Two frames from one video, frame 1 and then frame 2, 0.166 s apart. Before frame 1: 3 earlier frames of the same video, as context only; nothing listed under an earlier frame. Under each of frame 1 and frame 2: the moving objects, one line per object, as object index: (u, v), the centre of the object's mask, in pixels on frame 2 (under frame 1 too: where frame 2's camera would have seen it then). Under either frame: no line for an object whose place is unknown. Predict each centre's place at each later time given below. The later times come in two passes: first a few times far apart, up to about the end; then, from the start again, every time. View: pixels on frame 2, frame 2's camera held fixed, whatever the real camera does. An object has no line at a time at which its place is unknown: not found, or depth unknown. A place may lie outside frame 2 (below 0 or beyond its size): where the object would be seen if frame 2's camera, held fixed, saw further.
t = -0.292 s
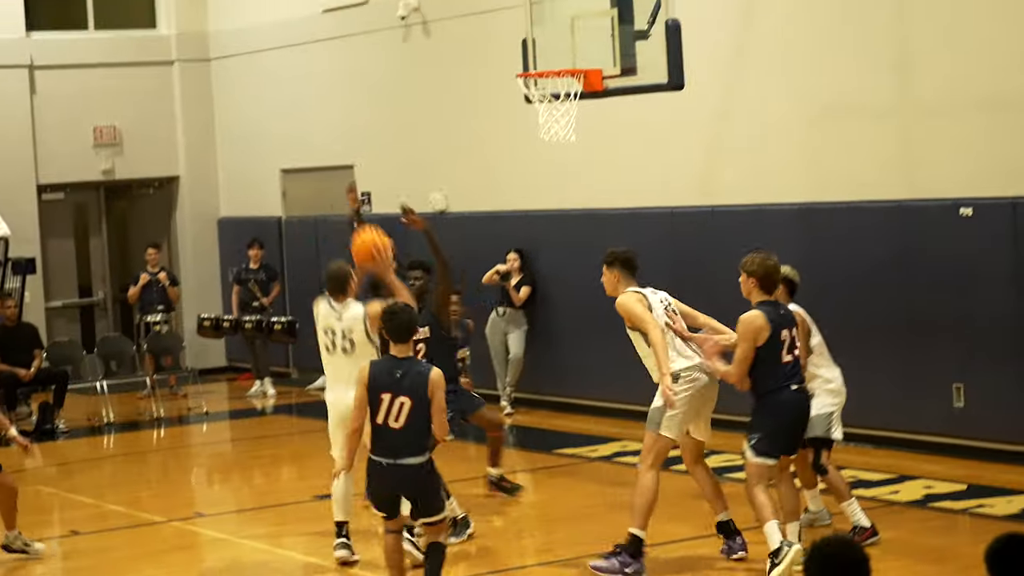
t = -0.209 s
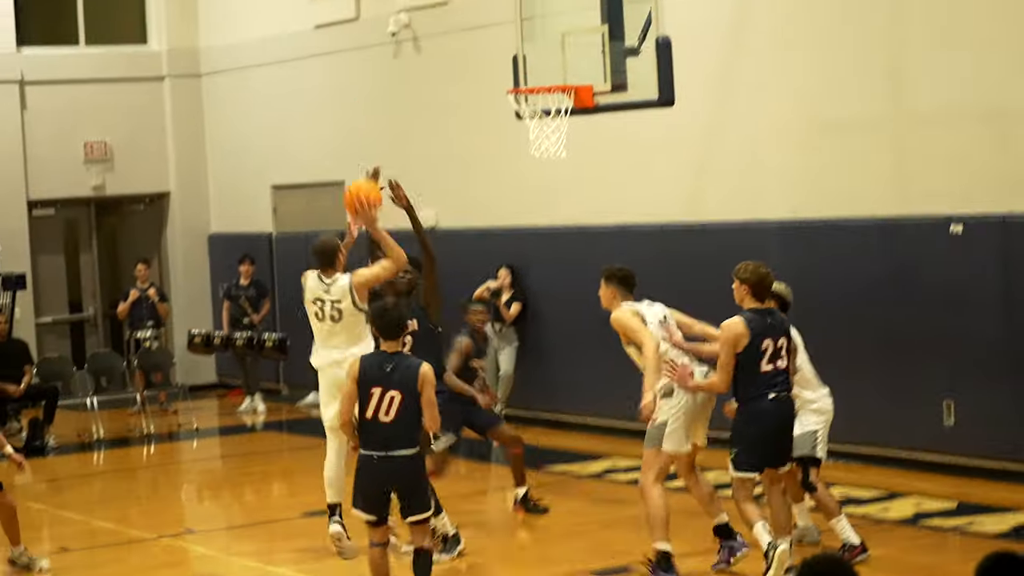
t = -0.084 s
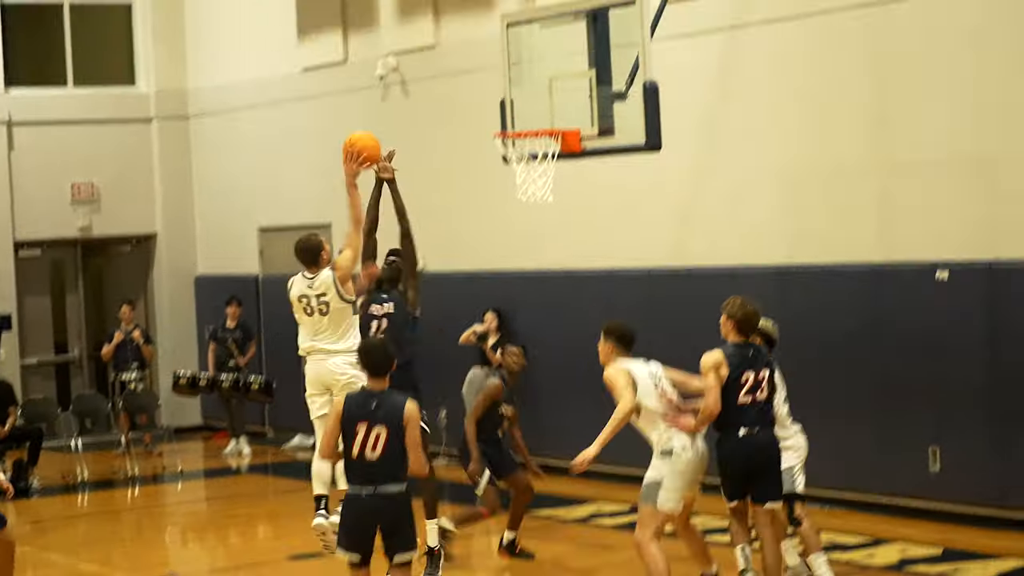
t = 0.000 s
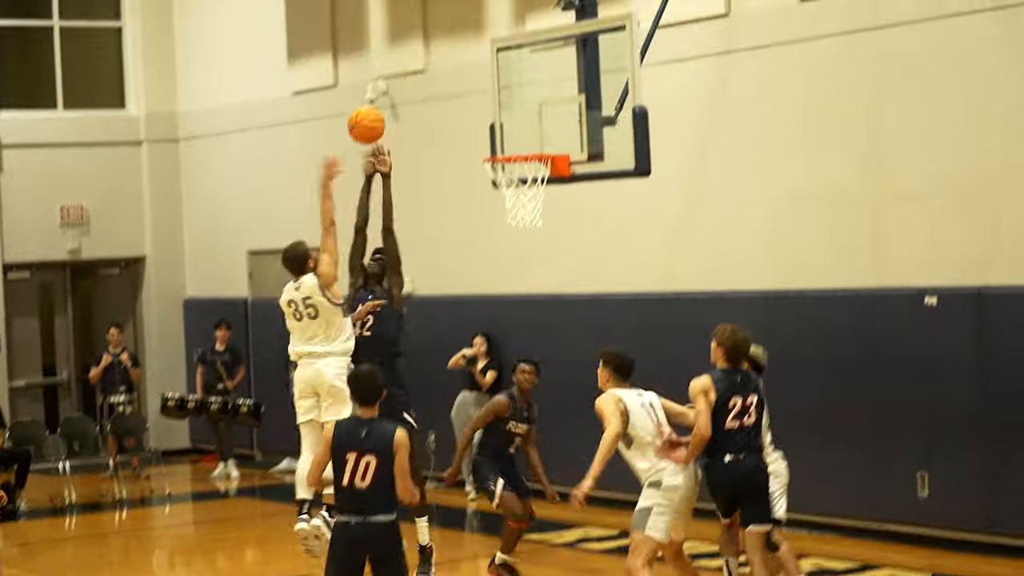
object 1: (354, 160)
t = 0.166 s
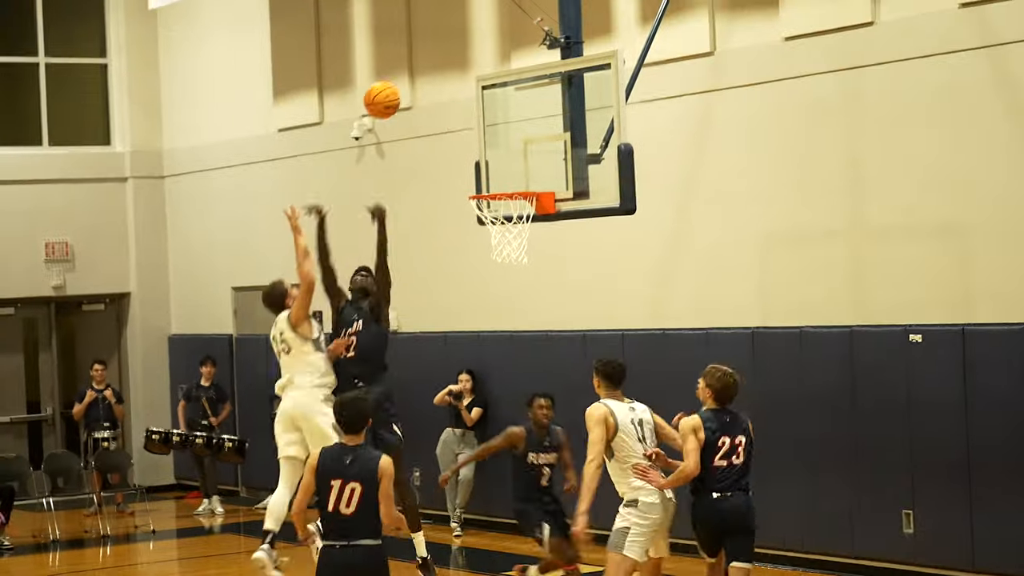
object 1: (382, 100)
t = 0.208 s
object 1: (389, 91)
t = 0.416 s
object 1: (427, 87)
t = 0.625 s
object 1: (465, 143)
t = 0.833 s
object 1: (512, 221)
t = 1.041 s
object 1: (538, 240)
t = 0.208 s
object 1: (389, 91)
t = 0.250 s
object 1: (397, 85)
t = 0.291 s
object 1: (404, 82)
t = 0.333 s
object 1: (412, 81)
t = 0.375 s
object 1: (420, 83)
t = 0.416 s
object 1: (427, 87)
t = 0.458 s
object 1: (435, 94)
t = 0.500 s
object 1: (443, 103)
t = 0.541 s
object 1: (450, 114)
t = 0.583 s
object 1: (458, 128)
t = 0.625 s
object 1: (465, 143)
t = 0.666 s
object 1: (473, 162)
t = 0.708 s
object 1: (481, 179)
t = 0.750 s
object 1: (491, 195)
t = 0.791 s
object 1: (501, 208)
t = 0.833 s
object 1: (512, 221)
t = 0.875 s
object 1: (521, 228)
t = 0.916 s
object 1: (527, 230)
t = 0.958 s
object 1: (532, 232)
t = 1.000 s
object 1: (534, 236)
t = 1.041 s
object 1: (538, 240)
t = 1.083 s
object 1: (540, 252)
